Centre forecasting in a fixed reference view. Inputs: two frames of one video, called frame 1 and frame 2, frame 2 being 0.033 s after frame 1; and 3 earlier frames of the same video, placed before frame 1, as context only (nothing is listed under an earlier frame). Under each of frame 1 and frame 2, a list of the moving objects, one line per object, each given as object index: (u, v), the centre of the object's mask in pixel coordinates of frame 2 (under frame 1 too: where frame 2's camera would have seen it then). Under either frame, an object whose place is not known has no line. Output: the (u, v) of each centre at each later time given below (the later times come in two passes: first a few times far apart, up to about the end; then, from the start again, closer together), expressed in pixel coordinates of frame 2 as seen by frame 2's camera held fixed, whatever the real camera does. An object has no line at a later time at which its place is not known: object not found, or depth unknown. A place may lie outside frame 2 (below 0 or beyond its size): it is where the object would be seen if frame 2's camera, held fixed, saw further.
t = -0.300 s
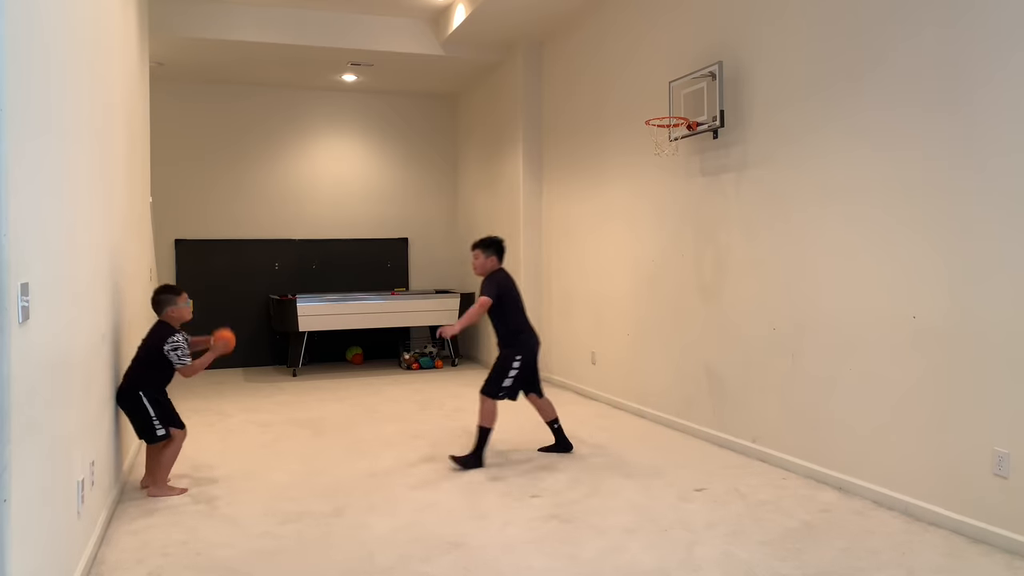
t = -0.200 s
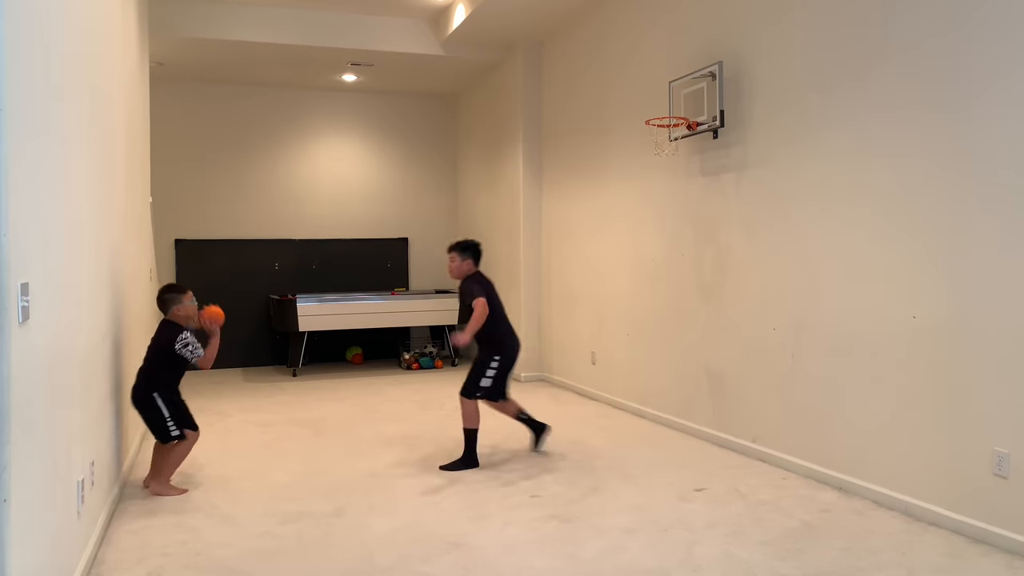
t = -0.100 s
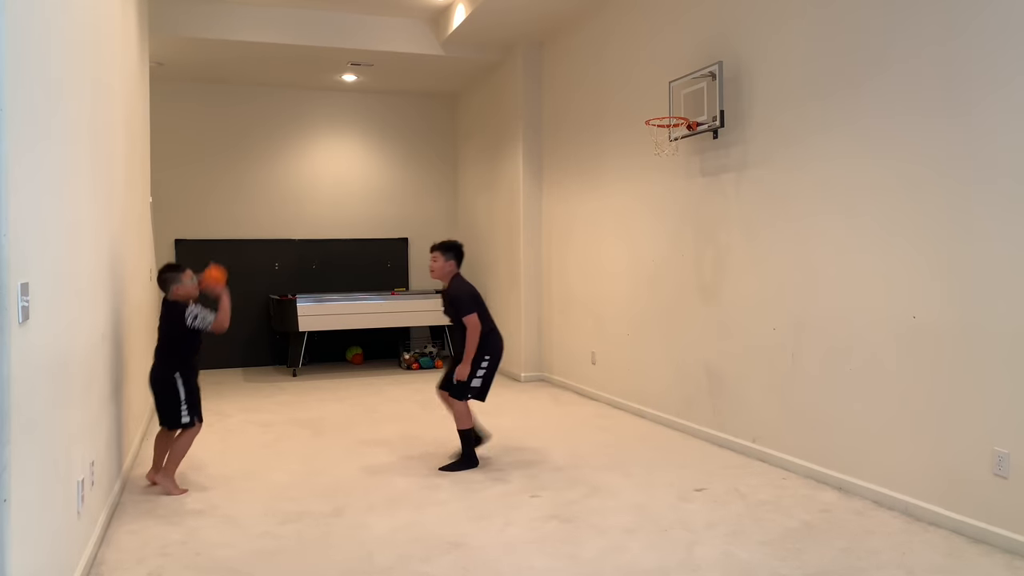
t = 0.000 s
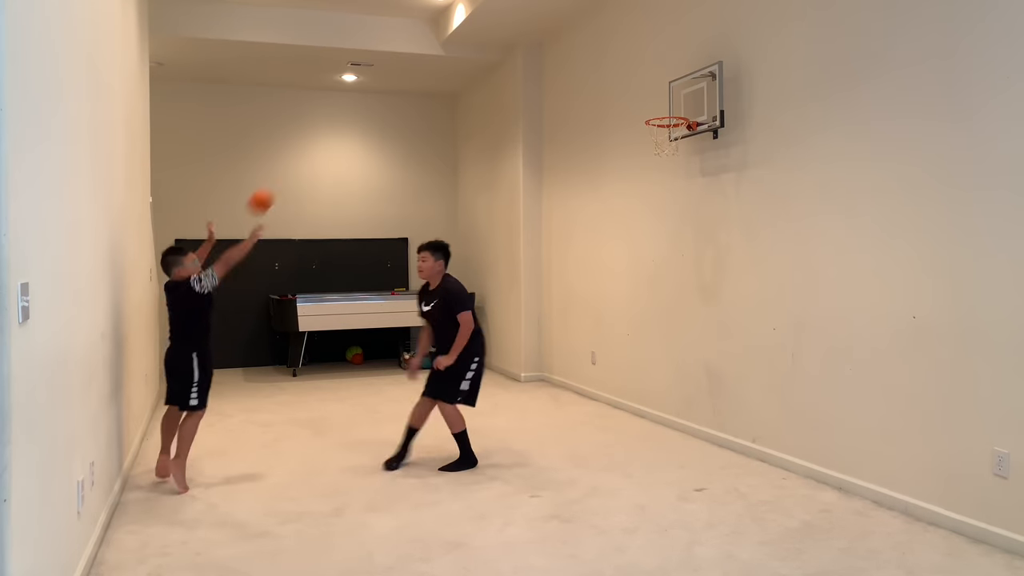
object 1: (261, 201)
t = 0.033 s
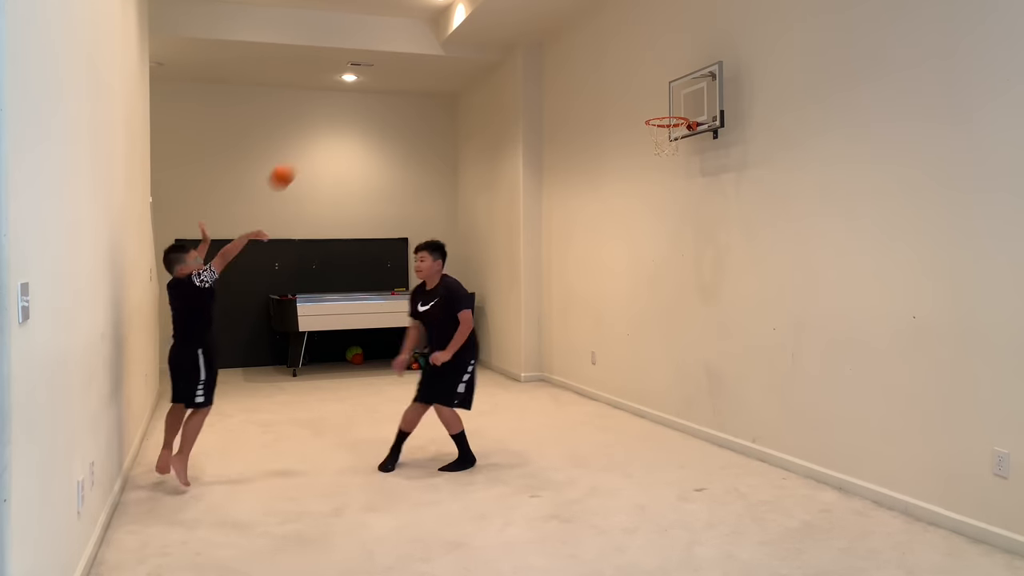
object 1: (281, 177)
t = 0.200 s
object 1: (381, 85)
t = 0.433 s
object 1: (507, 42)
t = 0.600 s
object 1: (591, 63)
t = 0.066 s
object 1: (302, 154)
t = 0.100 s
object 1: (323, 133)
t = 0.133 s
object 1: (342, 115)
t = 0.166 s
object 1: (362, 99)
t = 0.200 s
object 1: (381, 85)
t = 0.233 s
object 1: (400, 73)
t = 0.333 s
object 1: (454, 49)
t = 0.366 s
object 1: (472, 45)
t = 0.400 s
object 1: (490, 43)
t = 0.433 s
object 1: (507, 42)
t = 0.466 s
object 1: (524, 43)
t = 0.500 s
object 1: (541, 45)
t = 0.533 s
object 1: (559, 50)
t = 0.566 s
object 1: (575, 56)
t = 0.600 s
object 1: (591, 63)
